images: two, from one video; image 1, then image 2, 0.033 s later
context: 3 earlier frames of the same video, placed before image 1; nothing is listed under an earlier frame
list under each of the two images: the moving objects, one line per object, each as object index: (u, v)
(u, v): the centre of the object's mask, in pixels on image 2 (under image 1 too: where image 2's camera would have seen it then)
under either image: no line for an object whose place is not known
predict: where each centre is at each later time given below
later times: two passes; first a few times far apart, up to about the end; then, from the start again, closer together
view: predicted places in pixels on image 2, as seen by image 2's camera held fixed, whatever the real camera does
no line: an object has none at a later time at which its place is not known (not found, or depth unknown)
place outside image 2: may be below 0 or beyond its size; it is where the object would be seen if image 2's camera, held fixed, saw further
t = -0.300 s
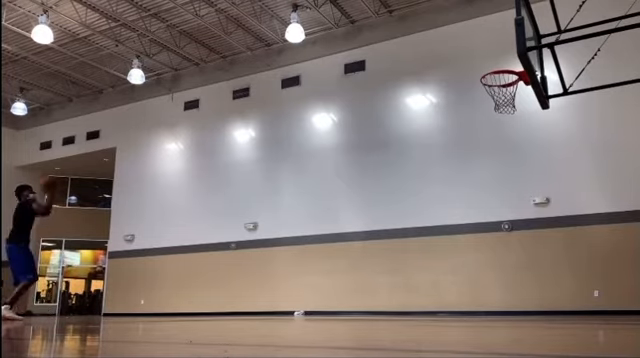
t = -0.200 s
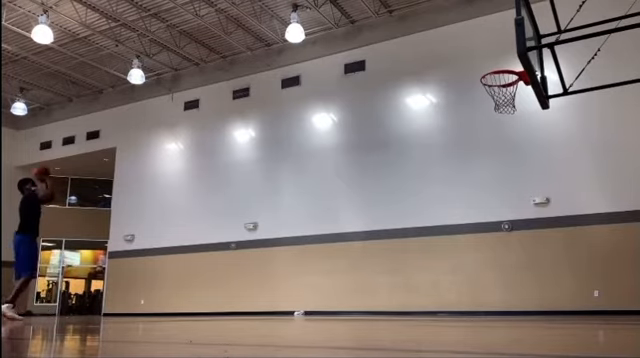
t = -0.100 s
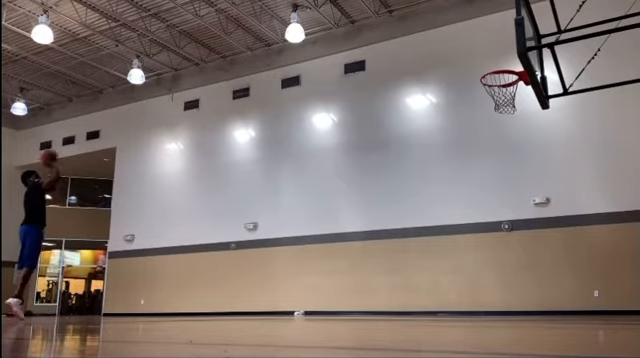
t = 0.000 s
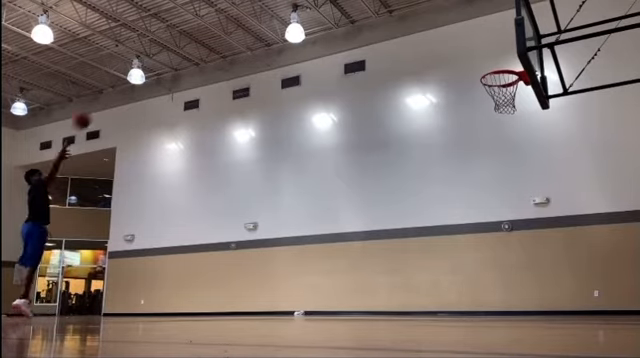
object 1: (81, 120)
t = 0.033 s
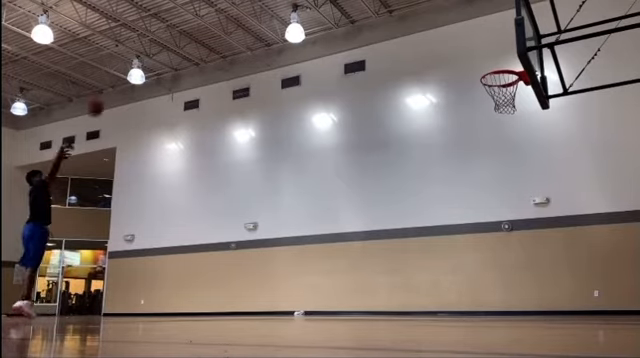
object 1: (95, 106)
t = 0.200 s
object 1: (159, 55)
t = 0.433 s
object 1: (248, 10)
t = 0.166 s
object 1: (148, 64)
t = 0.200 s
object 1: (159, 55)
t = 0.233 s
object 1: (173, 46)
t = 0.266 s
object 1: (185, 39)
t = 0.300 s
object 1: (199, 32)
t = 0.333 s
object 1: (211, 25)
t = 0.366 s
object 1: (223, 20)
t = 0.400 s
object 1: (235, 16)
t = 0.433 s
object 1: (248, 10)
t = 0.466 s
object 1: (261, 7)
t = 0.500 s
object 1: (274, 5)
